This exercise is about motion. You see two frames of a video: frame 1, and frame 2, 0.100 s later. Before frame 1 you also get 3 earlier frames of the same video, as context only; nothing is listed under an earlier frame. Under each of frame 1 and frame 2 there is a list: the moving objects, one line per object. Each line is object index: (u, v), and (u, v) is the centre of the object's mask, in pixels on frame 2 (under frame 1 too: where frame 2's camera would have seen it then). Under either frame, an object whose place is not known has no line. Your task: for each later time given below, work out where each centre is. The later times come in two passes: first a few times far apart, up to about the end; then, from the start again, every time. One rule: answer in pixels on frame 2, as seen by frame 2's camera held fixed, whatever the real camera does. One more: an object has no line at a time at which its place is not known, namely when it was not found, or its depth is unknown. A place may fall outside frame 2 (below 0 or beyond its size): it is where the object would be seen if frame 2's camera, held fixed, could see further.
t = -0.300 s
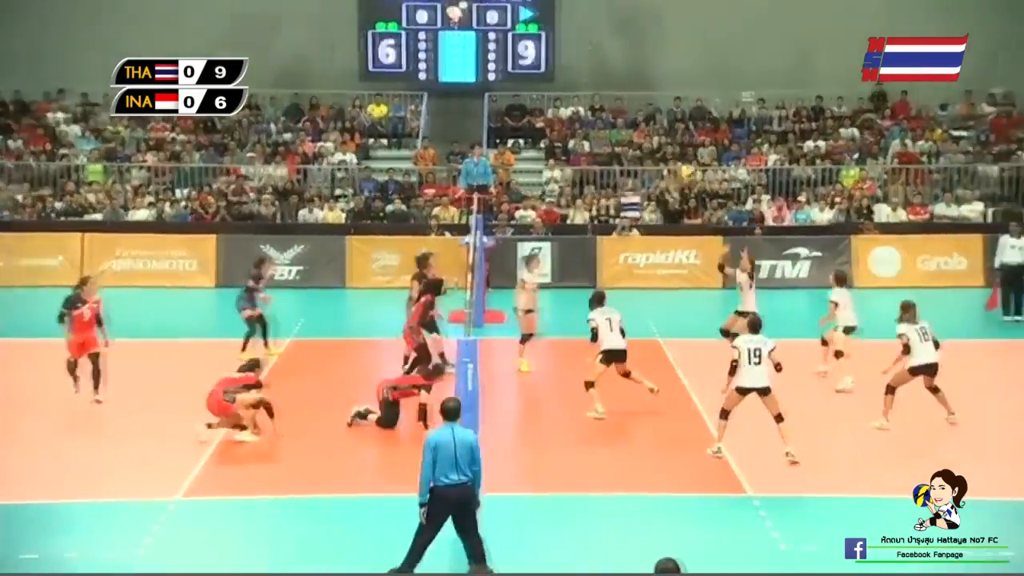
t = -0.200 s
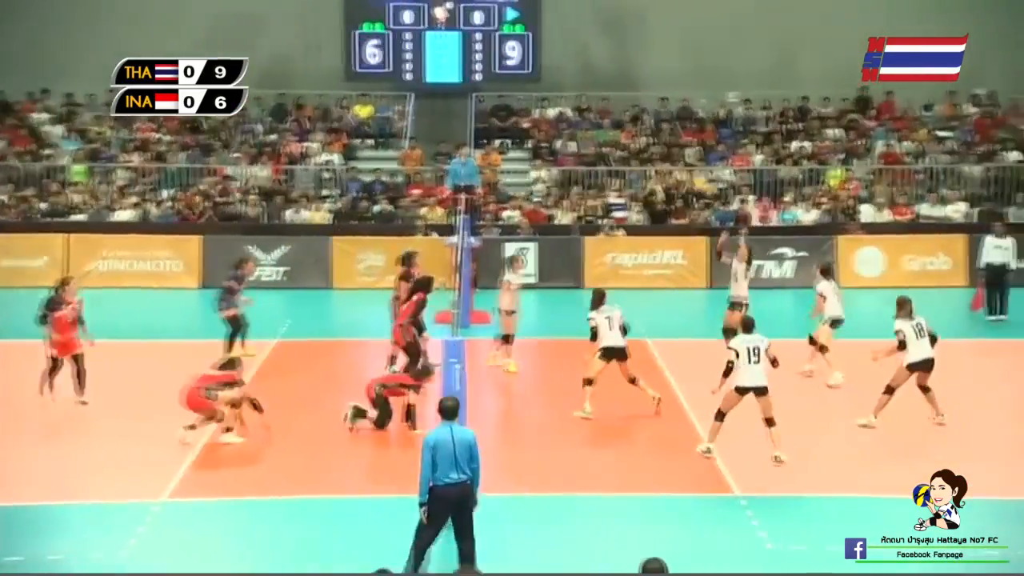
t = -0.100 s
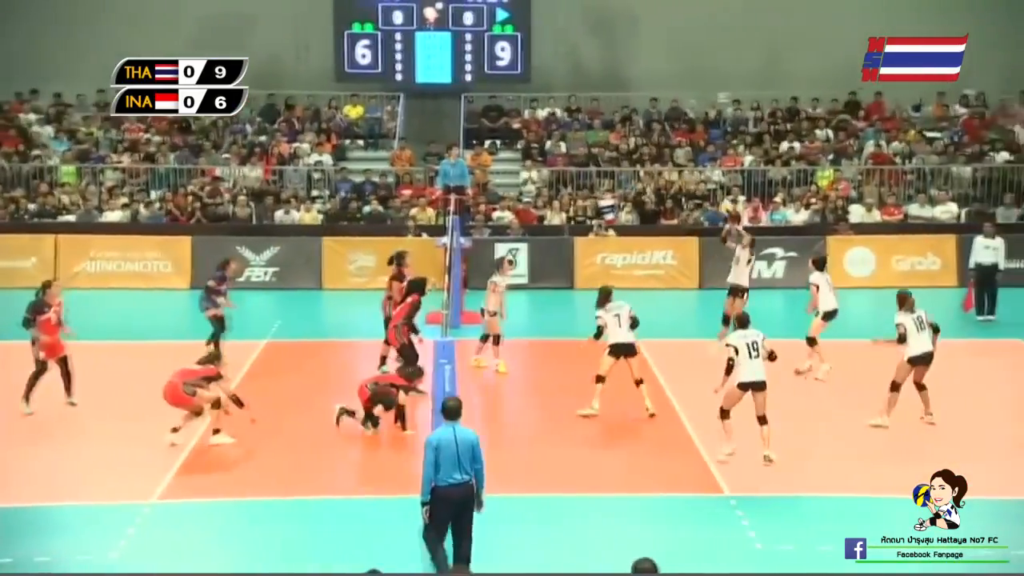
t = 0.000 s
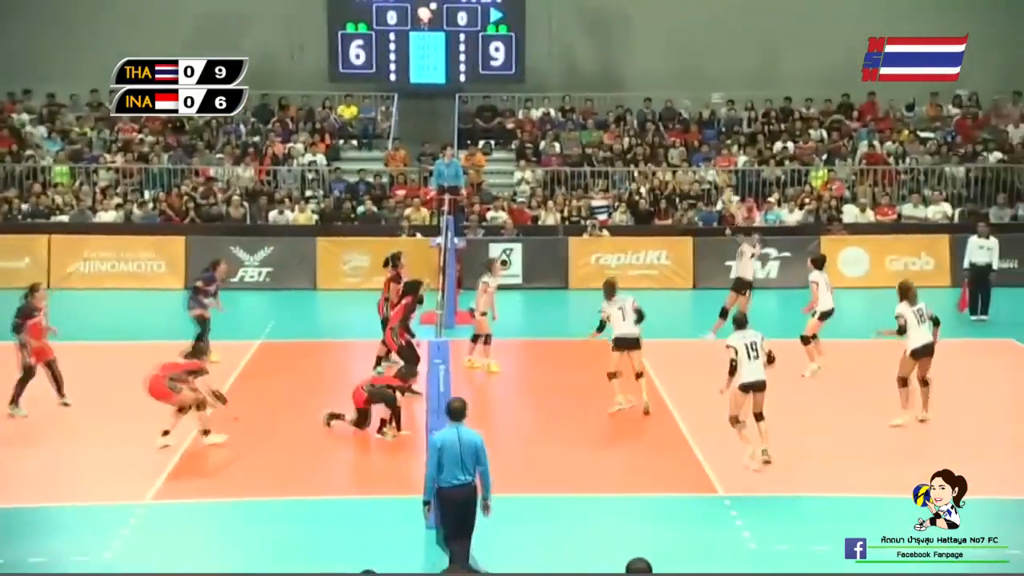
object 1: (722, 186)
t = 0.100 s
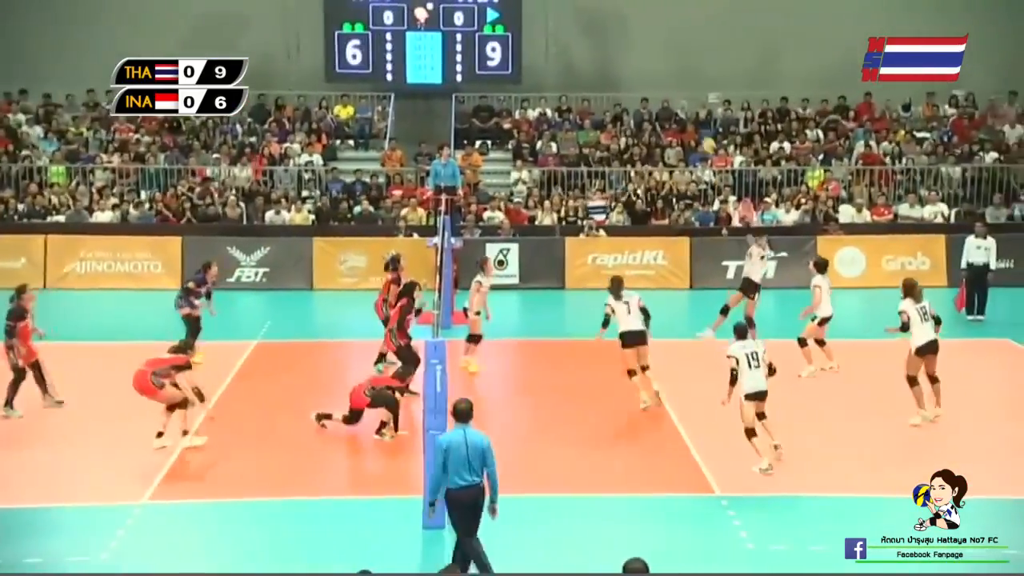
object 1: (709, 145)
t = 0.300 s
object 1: (682, 81)
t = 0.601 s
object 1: (642, 40)
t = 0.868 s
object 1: (605, 53)
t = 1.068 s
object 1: (578, 97)
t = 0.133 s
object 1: (703, 129)
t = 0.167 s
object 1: (698, 116)
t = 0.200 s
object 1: (696, 111)
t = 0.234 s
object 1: (693, 102)
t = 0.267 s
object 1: (687, 92)
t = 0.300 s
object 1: (682, 81)
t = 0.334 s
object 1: (677, 73)
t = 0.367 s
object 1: (673, 68)
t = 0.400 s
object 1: (668, 61)
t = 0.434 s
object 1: (665, 56)
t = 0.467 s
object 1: (660, 51)
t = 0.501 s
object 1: (654, 46)
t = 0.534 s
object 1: (650, 44)
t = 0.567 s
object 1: (645, 41)
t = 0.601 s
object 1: (642, 40)
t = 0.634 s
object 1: (637, 38)
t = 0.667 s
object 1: (632, 38)
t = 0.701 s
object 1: (628, 39)
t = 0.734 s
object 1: (623, 40)
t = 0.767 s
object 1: (619, 43)
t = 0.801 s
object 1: (614, 44)
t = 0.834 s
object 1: (611, 48)
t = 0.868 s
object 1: (605, 53)
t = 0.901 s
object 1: (600, 60)
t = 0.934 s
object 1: (596, 64)
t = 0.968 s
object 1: (592, 71)
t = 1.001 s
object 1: (587, 80)
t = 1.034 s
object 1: (583, 85)
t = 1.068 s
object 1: (578, 97)
